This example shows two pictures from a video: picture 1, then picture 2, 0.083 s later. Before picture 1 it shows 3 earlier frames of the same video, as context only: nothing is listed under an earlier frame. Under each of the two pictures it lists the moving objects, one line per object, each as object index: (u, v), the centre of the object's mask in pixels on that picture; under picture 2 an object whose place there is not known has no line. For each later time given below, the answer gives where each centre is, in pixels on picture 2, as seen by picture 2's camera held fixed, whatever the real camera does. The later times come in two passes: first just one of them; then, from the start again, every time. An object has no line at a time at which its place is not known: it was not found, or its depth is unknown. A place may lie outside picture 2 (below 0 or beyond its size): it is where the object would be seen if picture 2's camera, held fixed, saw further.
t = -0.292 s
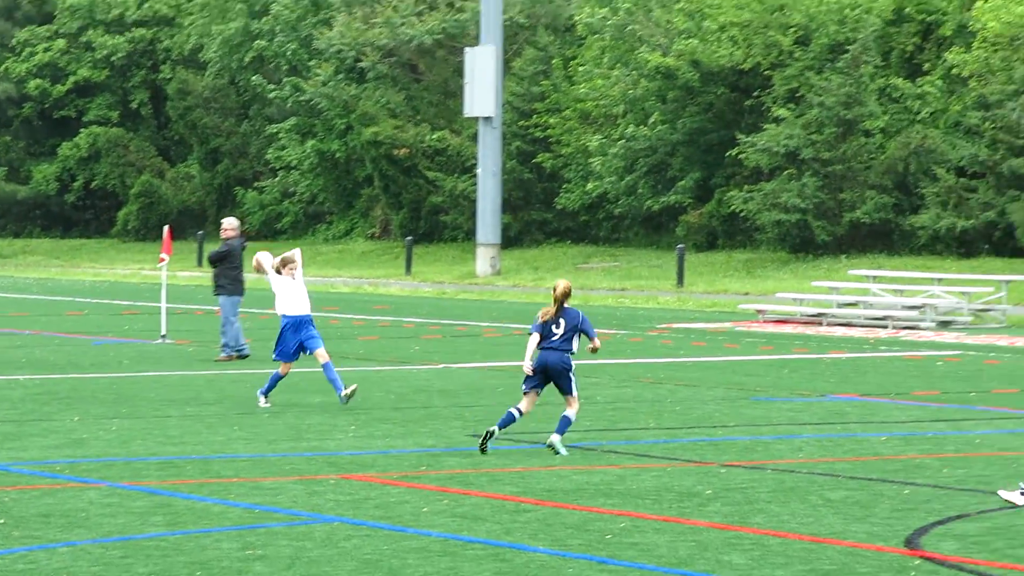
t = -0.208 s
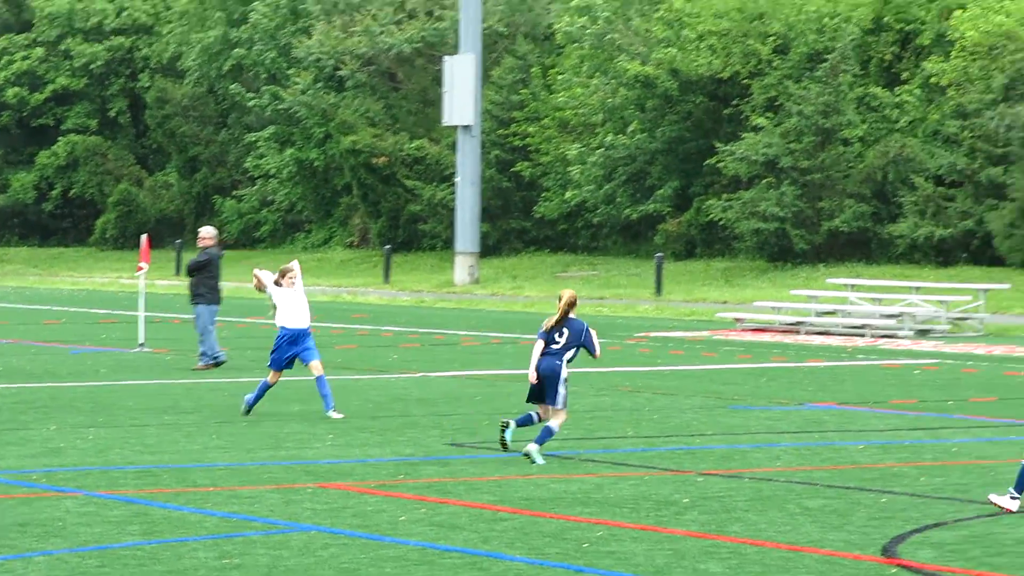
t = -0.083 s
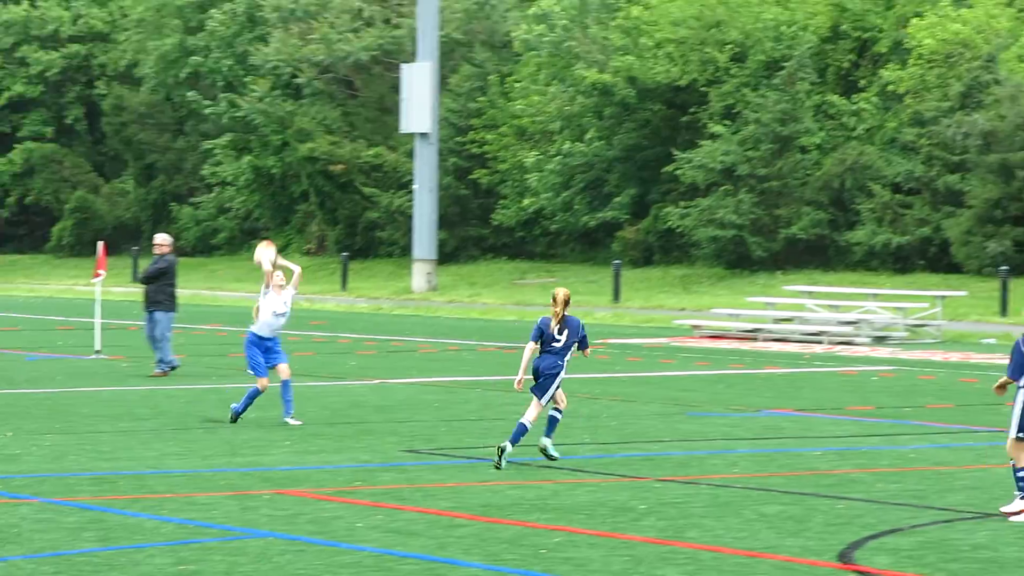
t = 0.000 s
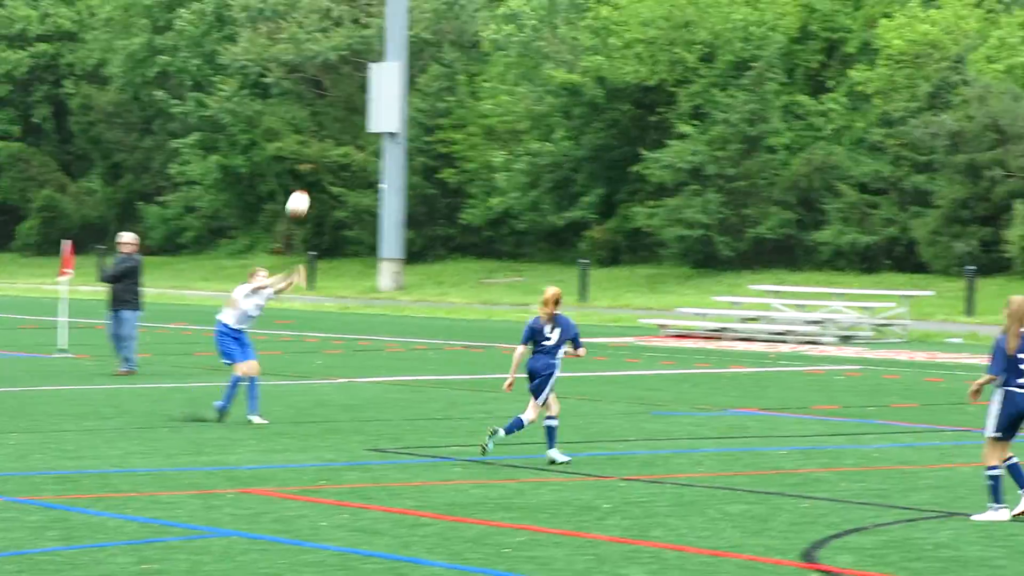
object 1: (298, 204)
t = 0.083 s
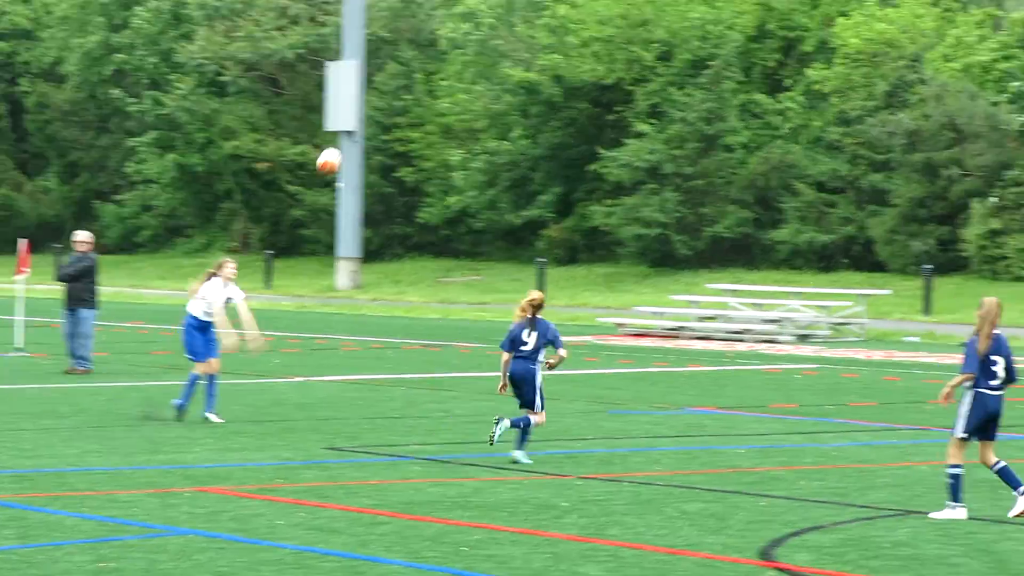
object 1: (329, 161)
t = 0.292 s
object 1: (523, 84)
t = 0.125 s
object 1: (369, 142)
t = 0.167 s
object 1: (406, 124)
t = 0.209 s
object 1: (445, 109)
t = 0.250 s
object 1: (484, 96)
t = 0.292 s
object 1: (523, 84)
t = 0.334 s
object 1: (563, 72)
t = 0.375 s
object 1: (604, 62)
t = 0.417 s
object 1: (644, 53)
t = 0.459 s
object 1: (684, 45)
